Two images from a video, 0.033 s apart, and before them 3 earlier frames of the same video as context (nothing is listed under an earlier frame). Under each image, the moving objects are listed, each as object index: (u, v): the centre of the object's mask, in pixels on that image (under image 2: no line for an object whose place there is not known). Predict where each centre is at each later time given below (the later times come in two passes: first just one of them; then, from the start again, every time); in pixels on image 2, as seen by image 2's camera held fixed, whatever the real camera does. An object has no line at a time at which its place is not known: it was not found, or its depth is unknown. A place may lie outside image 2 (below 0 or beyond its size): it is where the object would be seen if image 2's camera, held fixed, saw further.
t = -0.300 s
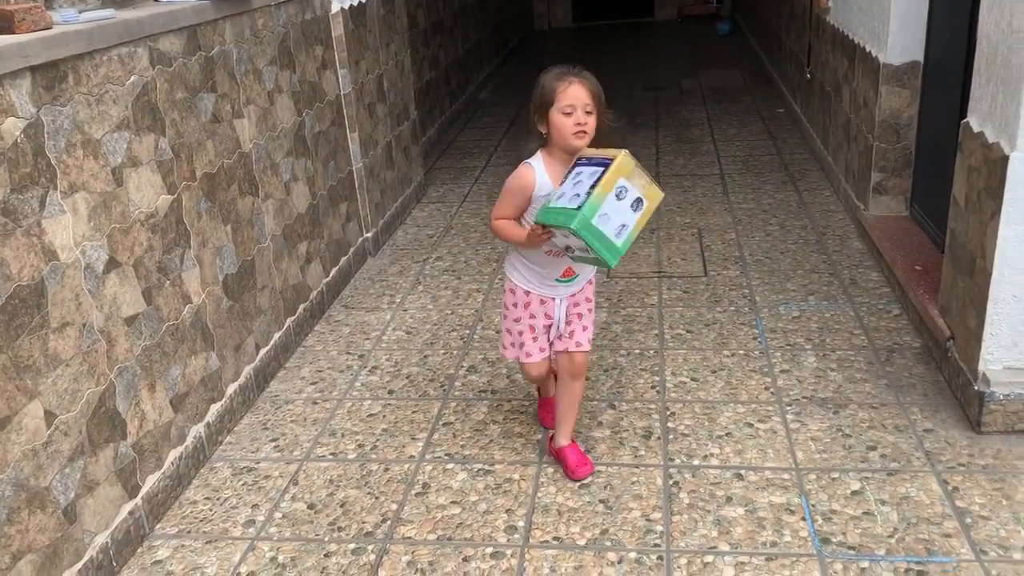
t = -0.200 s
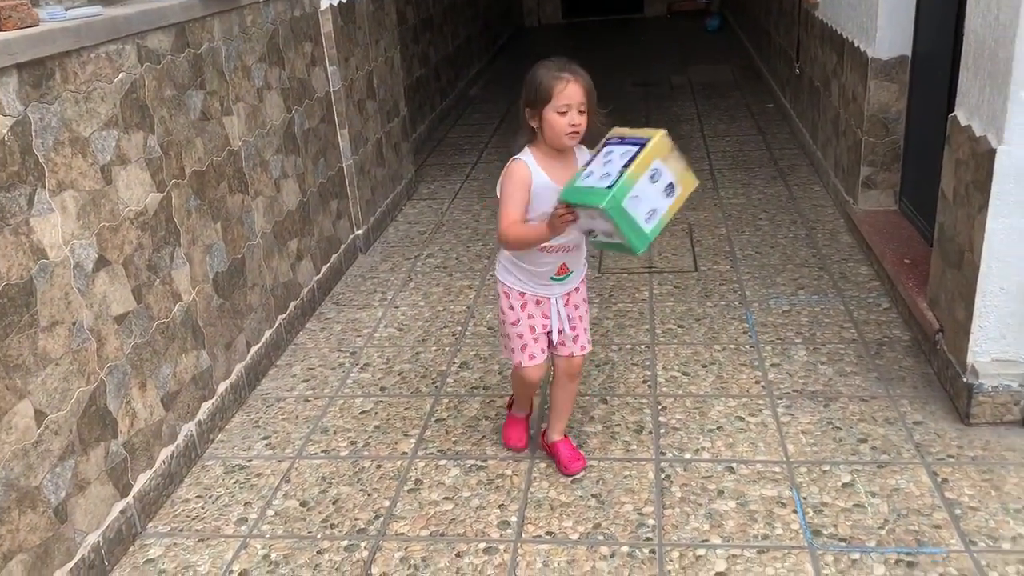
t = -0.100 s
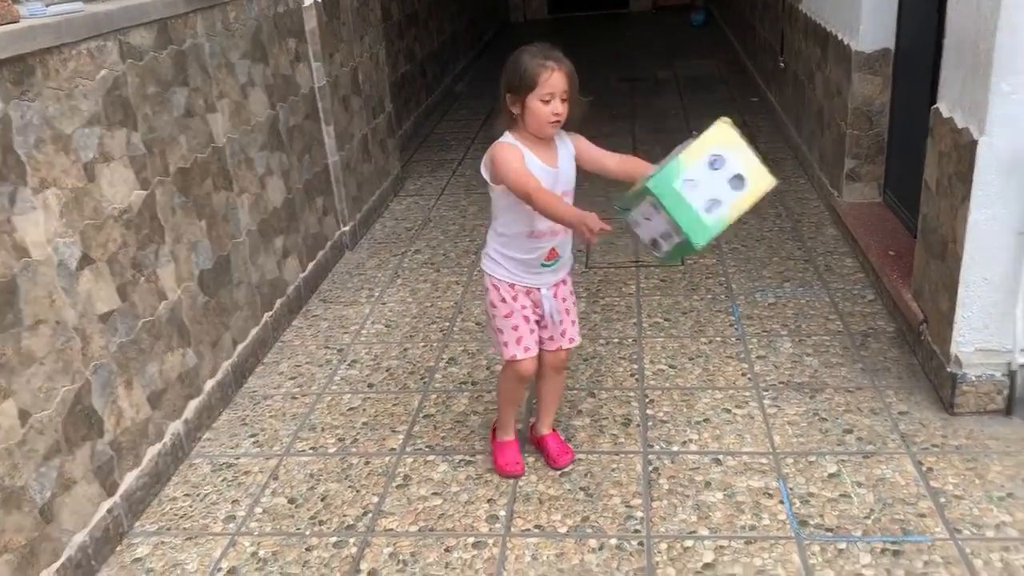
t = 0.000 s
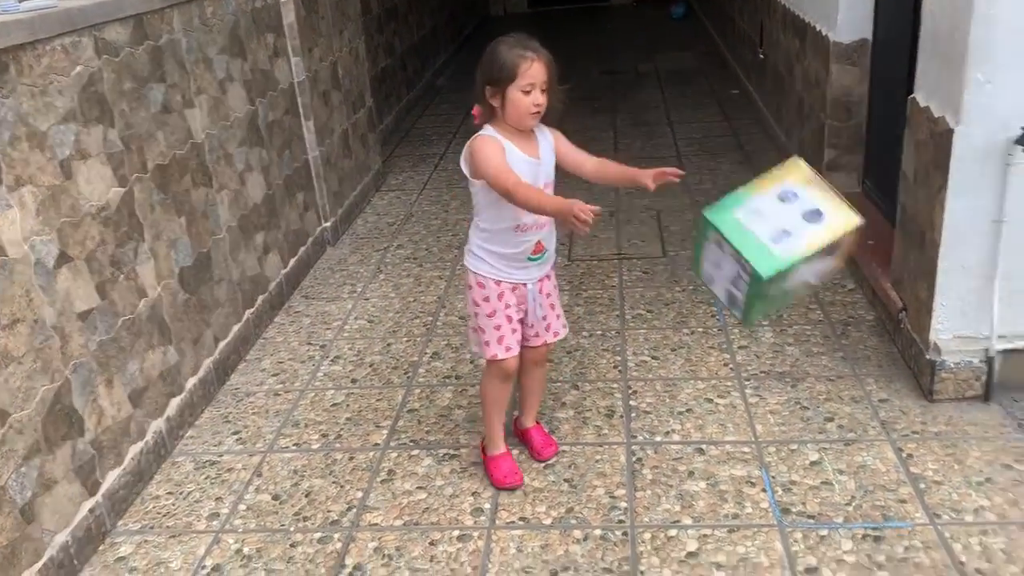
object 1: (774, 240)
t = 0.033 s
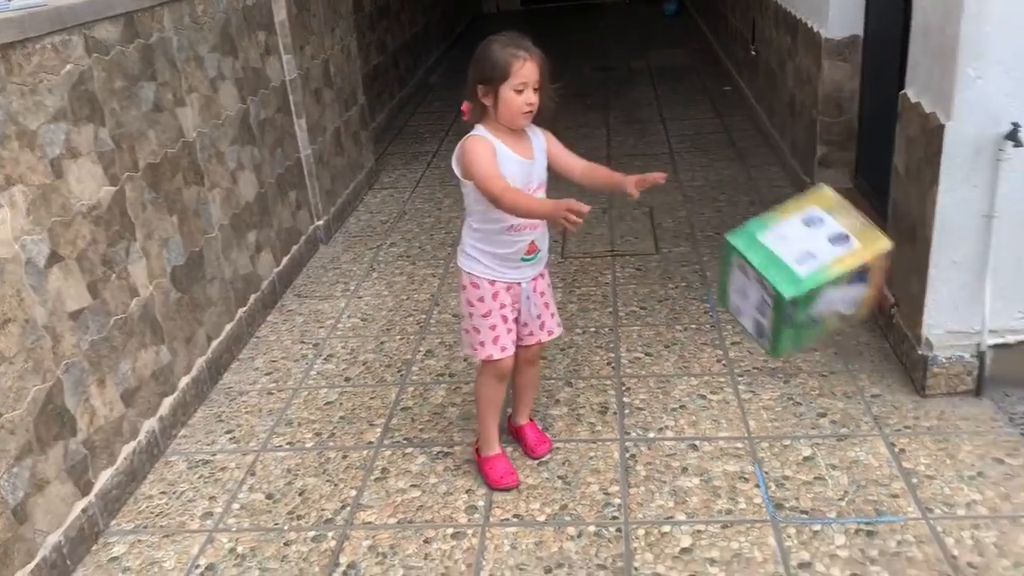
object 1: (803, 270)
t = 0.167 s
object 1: (965, 479)
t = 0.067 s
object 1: (840, 310)
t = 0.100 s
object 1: (882, 359)
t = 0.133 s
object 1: (922, 415)
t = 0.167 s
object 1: (965, 479)
